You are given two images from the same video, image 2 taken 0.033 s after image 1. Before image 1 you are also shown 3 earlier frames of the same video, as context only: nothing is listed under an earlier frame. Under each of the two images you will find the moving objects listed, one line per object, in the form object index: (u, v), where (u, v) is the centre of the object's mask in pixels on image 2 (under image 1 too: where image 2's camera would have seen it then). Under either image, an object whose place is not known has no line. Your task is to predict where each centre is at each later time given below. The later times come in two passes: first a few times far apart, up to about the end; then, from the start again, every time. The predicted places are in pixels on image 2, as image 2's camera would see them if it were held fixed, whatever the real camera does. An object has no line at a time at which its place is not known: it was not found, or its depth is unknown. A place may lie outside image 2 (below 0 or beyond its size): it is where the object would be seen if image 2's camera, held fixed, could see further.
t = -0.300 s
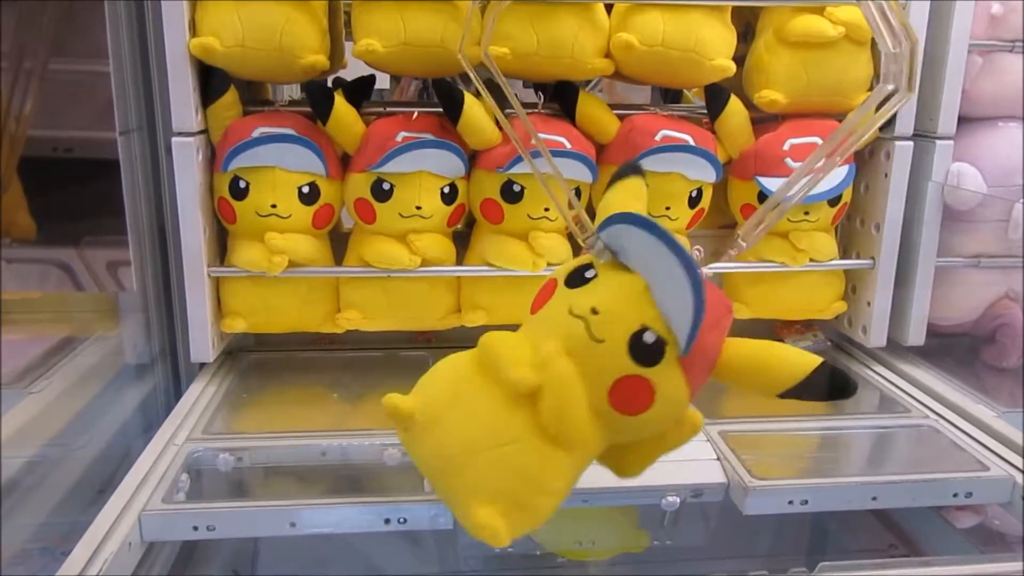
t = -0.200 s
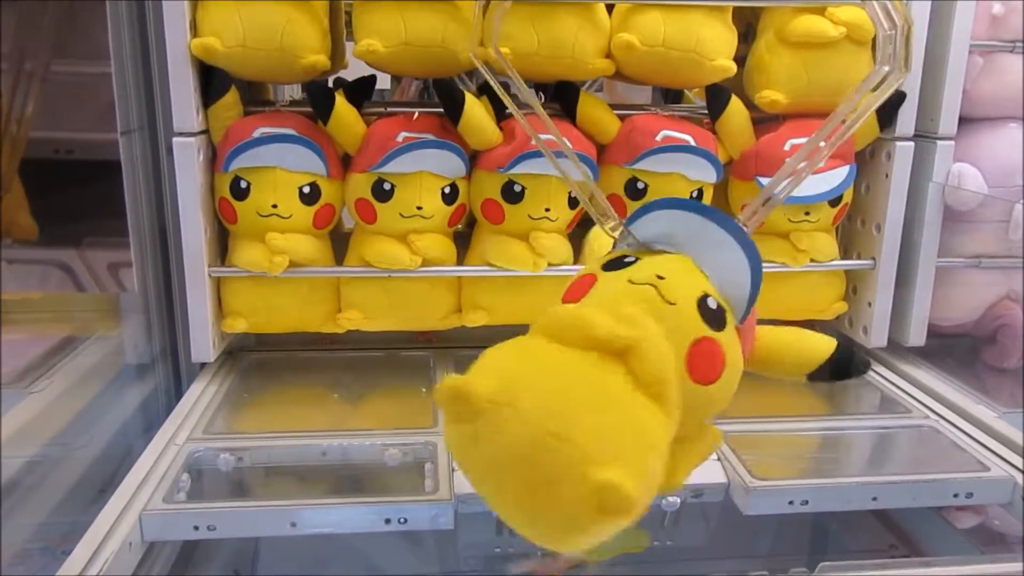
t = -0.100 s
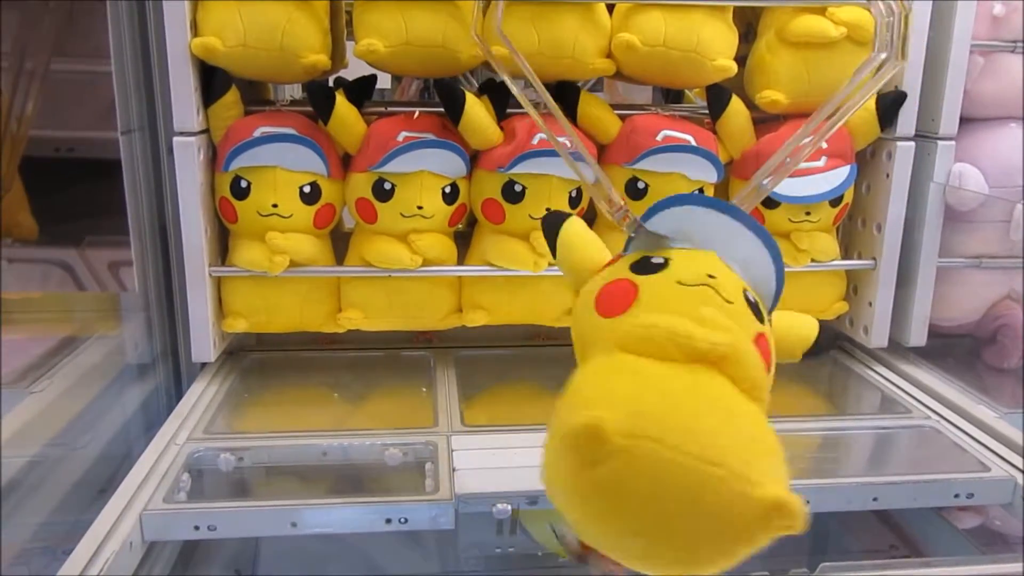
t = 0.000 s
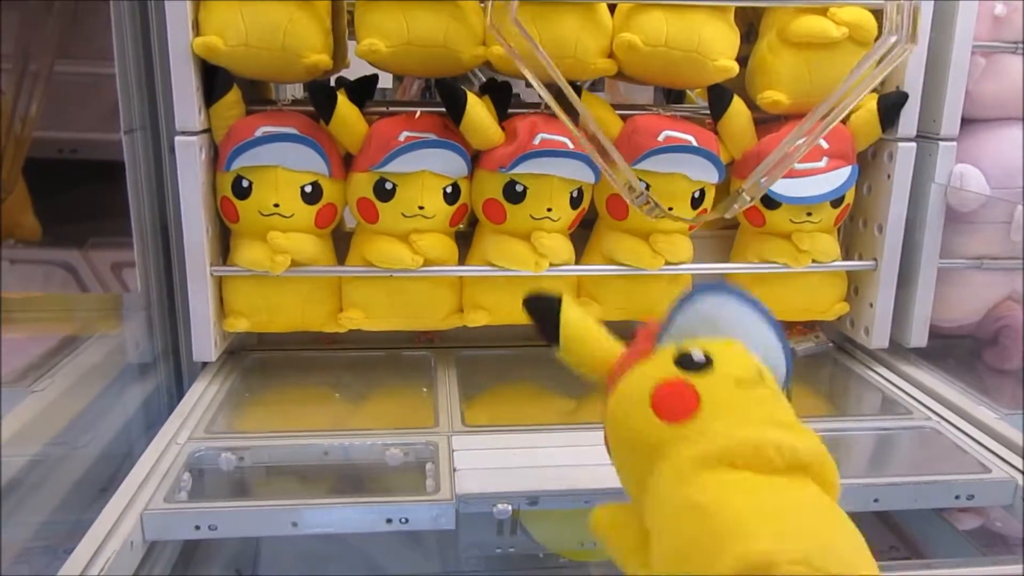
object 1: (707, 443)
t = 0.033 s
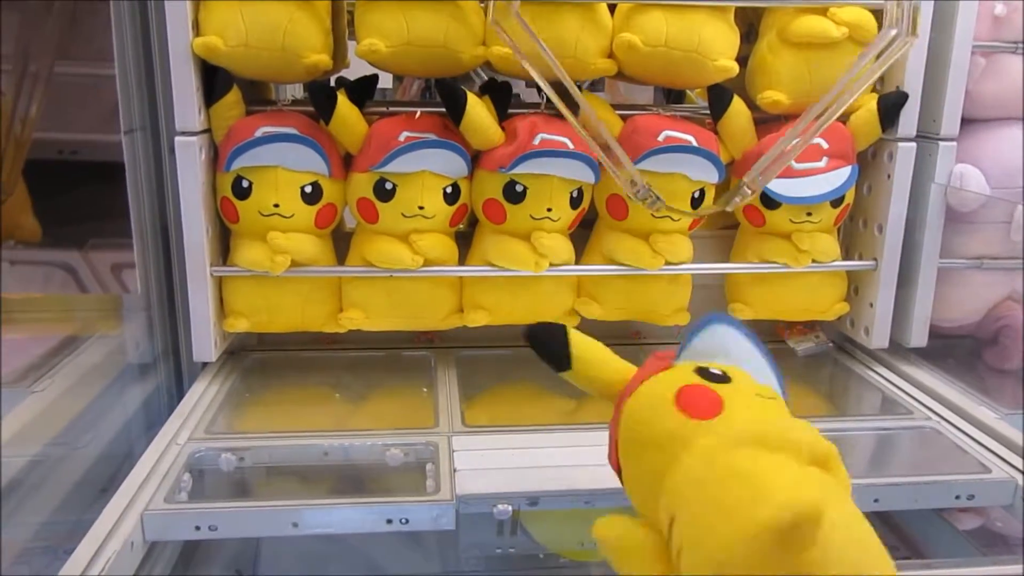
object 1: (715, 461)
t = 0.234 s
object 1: (738, 467)
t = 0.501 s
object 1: (707, 468)
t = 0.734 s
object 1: (682, 466)
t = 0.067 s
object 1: (725, 470)
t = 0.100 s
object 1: (731, 471)
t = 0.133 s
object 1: (738, 472)
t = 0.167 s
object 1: (740, 469)
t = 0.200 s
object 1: (740, 467)
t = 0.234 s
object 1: (738, 467)
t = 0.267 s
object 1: (735, 468)
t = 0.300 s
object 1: (731, 469)
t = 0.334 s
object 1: (727, 469)
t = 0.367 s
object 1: (723, 469)
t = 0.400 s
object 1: (720, 470)
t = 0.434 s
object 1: (716, 470)
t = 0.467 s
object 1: (711, 469)
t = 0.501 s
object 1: (707, 468)
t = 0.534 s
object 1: (703, 468)
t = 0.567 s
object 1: (699, 468)
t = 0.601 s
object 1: (695, 467)
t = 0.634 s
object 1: (691, 467)
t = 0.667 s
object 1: (686, 467)
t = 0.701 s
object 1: (683, 466)
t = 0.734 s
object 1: (682, 466)
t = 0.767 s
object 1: (683, 466)
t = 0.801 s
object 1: (684, 466)
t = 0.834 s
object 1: (685, 466)
